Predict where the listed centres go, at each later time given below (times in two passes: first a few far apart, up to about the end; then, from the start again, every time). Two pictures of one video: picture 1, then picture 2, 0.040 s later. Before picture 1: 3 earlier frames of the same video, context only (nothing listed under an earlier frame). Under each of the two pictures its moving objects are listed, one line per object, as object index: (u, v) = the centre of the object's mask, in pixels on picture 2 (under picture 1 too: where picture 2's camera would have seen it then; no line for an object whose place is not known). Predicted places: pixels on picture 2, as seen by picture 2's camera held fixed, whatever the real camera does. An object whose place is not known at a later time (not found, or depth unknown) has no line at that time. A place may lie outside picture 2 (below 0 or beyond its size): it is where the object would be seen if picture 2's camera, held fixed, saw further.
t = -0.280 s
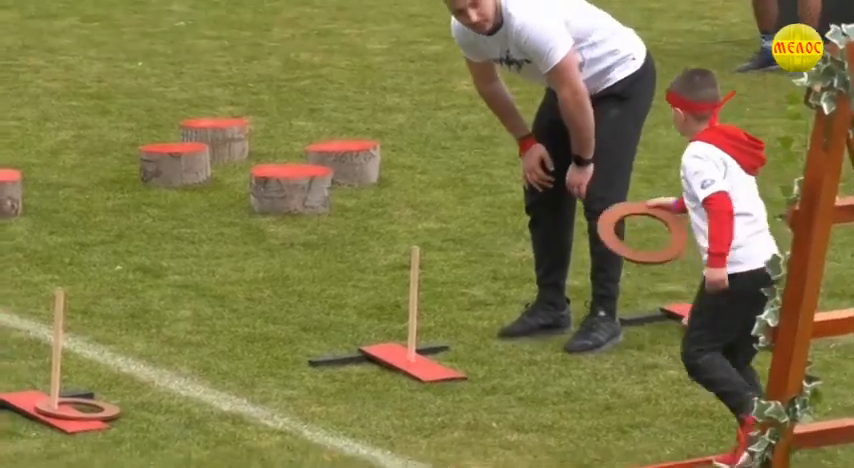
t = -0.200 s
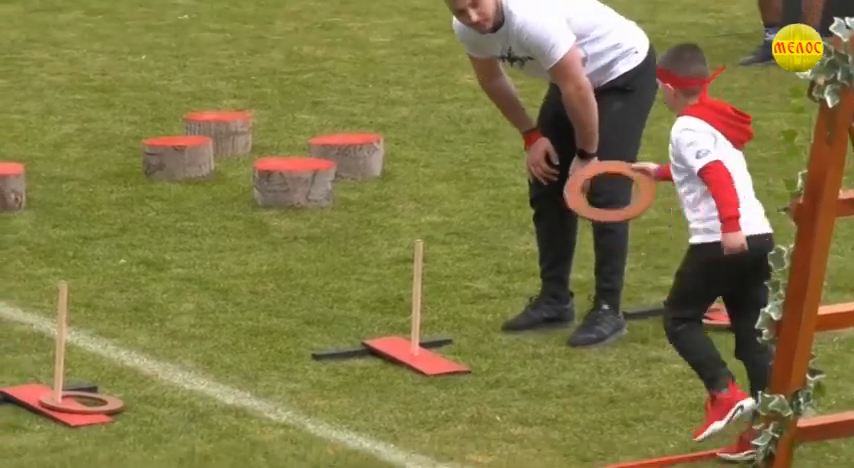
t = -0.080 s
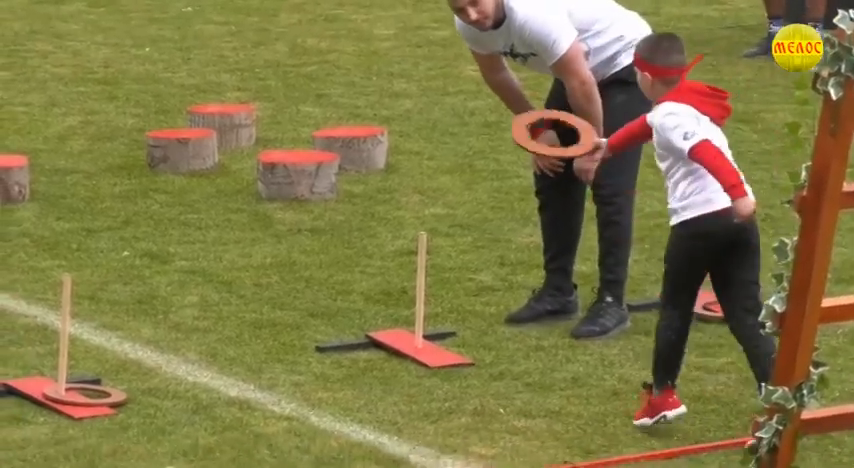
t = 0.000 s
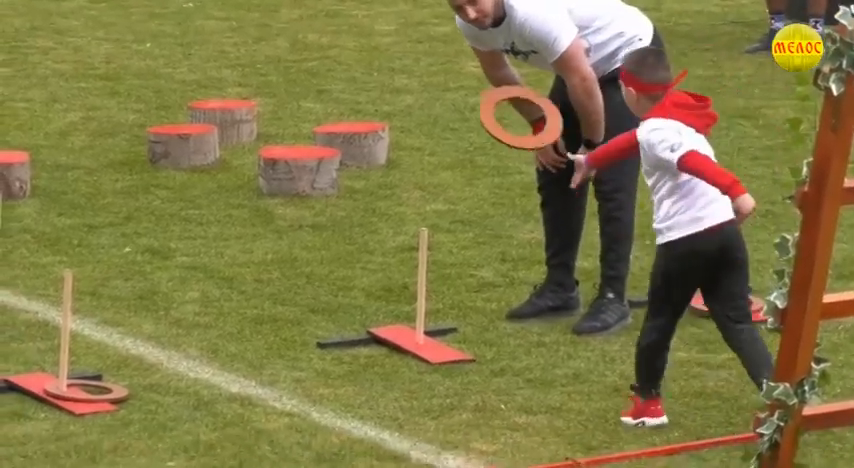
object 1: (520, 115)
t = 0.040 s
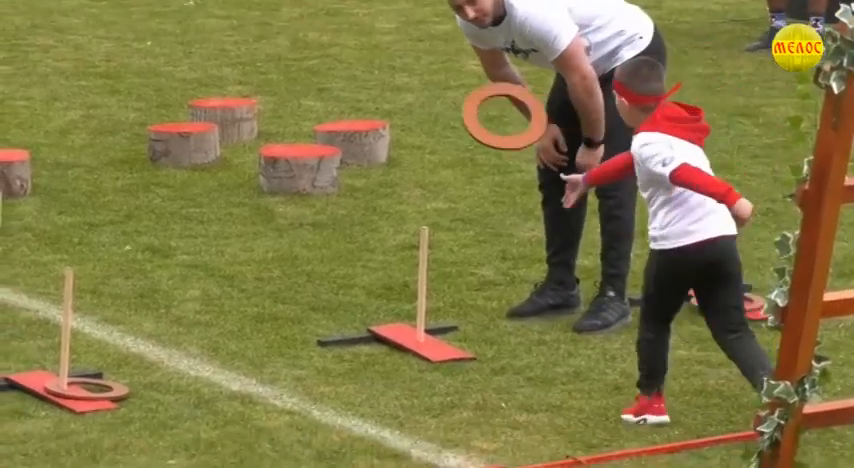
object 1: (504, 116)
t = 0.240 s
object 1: (425, 180)
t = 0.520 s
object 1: (436, 336)
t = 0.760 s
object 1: (438, 335)
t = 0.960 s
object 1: (445, 336)
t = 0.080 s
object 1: (487, 121)
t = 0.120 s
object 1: (470, 130)
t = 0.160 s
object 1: (455, 142)
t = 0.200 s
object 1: (440, 159)
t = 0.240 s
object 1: (425, 180)
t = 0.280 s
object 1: (410, 205)
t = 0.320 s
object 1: (403, 230)
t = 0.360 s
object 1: (404, 257)
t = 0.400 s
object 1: (418, 275)
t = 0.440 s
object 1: (418, 309)
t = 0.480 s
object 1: (407, 328)
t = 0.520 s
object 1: (436, 336)
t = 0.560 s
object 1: (443, 334)
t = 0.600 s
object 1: (436, 332)
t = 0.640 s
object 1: (436, 333)
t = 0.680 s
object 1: (434, 333)
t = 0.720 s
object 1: (431, 333)
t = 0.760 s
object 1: (438, 335)
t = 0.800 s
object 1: (438, 336)
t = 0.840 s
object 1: (439, 337)
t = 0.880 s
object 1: (437, 341)
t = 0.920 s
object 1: (445, 337)
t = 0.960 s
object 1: (445, 336)
